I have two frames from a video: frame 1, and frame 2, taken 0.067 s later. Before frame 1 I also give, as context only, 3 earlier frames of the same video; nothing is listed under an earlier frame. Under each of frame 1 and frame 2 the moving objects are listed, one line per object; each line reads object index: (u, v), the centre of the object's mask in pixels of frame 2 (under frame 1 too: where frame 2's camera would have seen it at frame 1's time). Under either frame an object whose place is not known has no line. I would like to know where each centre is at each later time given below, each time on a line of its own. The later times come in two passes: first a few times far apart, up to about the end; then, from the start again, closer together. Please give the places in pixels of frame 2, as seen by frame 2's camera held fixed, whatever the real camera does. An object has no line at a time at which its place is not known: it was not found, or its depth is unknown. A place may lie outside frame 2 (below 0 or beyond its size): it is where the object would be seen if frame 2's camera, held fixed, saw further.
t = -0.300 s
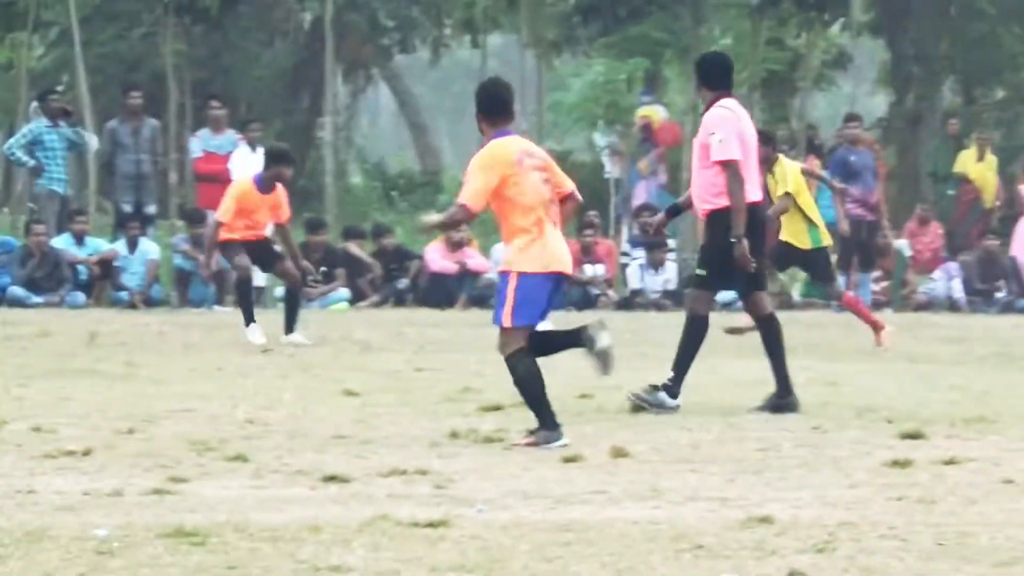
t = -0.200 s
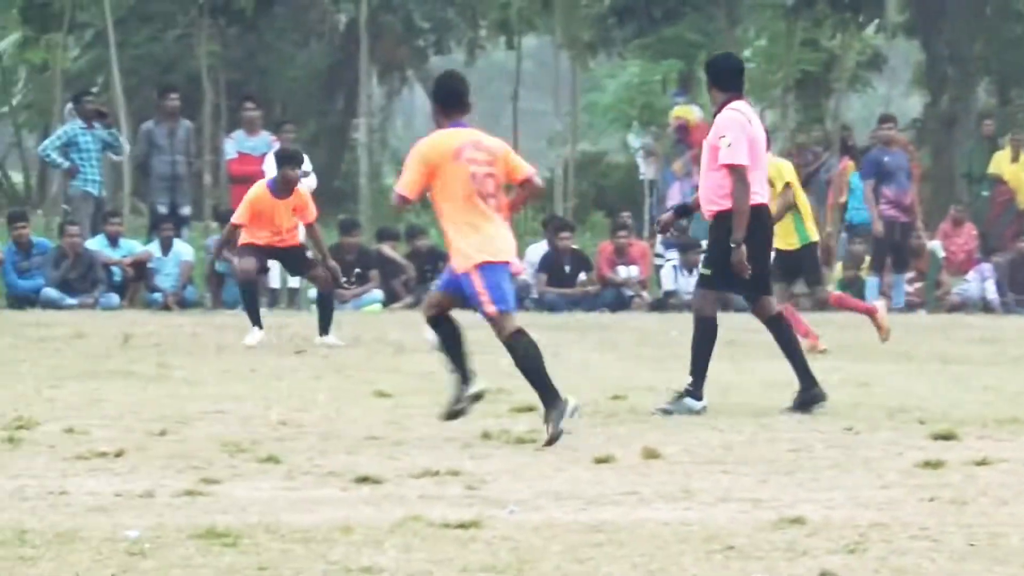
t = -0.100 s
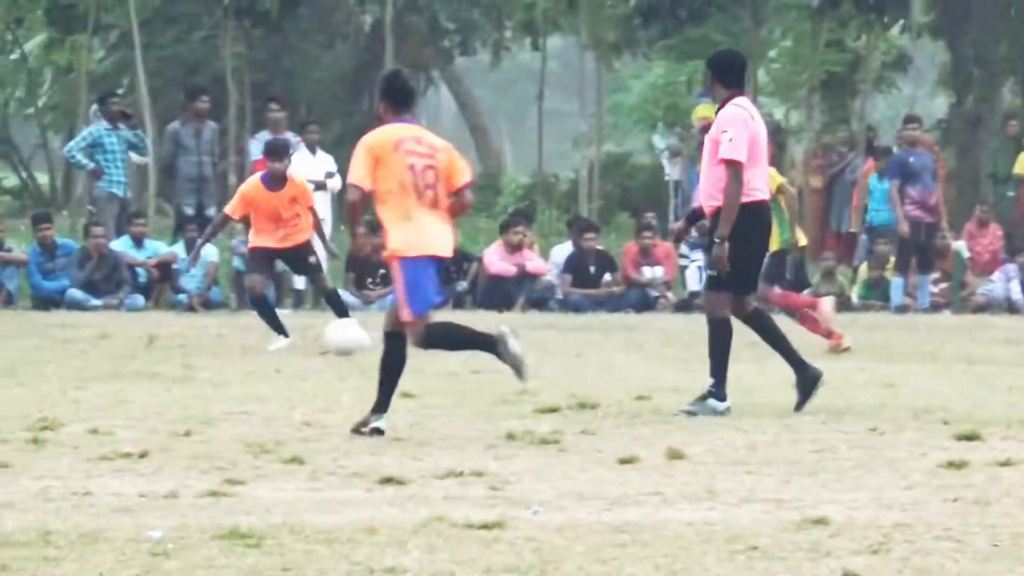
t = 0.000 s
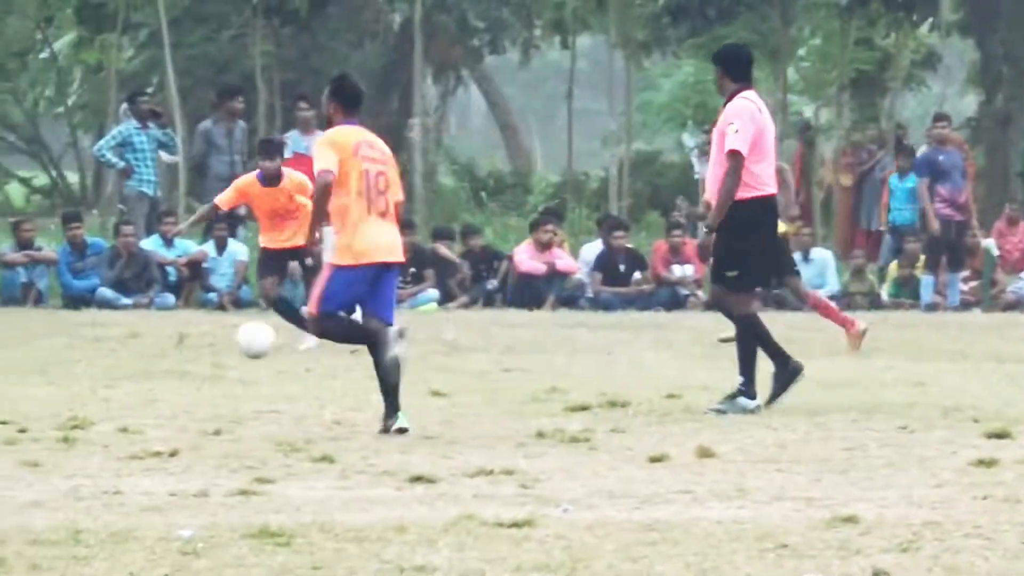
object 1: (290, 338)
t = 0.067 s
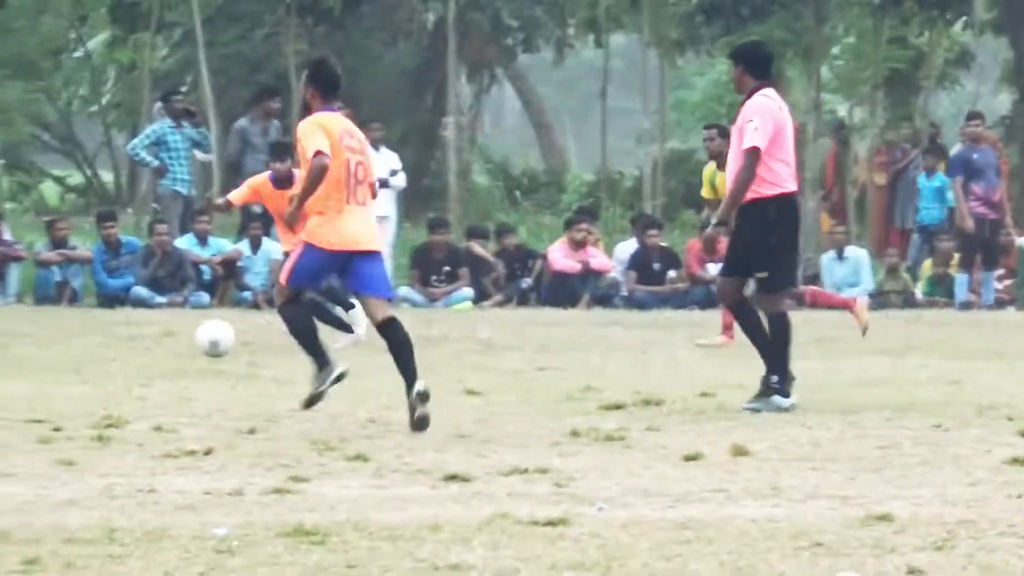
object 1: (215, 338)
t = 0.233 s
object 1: (43, 326)
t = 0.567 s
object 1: (-310, 363)
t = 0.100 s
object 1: (179, 340)
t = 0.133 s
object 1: (141, 344)
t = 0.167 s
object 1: (106, 342)
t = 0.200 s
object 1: (76, 333)
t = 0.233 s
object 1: (43, 326)
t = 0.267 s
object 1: (10, 322)
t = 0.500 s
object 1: (-236, 348)
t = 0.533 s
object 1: (-273, 361)
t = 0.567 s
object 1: (-310, 363)
